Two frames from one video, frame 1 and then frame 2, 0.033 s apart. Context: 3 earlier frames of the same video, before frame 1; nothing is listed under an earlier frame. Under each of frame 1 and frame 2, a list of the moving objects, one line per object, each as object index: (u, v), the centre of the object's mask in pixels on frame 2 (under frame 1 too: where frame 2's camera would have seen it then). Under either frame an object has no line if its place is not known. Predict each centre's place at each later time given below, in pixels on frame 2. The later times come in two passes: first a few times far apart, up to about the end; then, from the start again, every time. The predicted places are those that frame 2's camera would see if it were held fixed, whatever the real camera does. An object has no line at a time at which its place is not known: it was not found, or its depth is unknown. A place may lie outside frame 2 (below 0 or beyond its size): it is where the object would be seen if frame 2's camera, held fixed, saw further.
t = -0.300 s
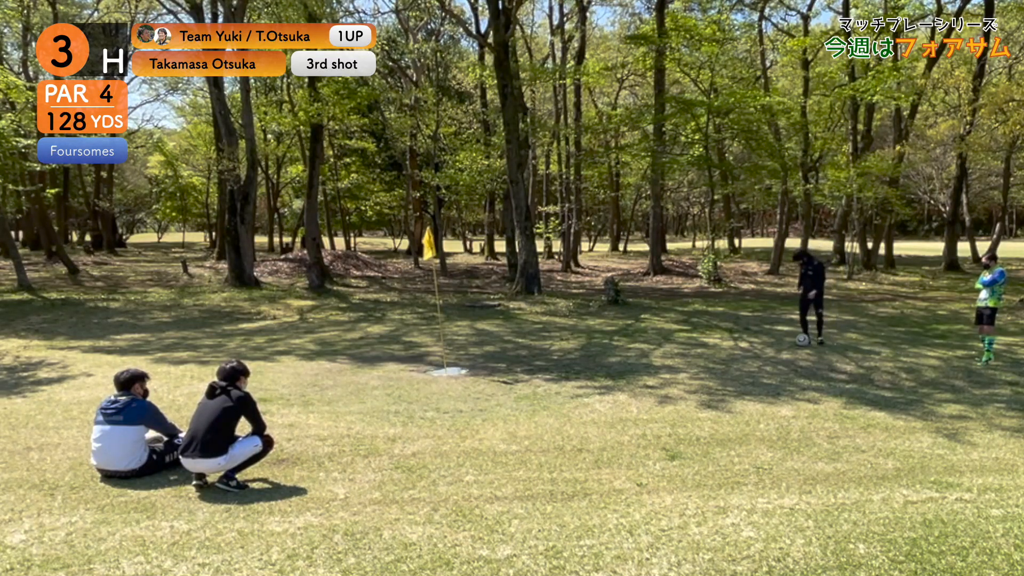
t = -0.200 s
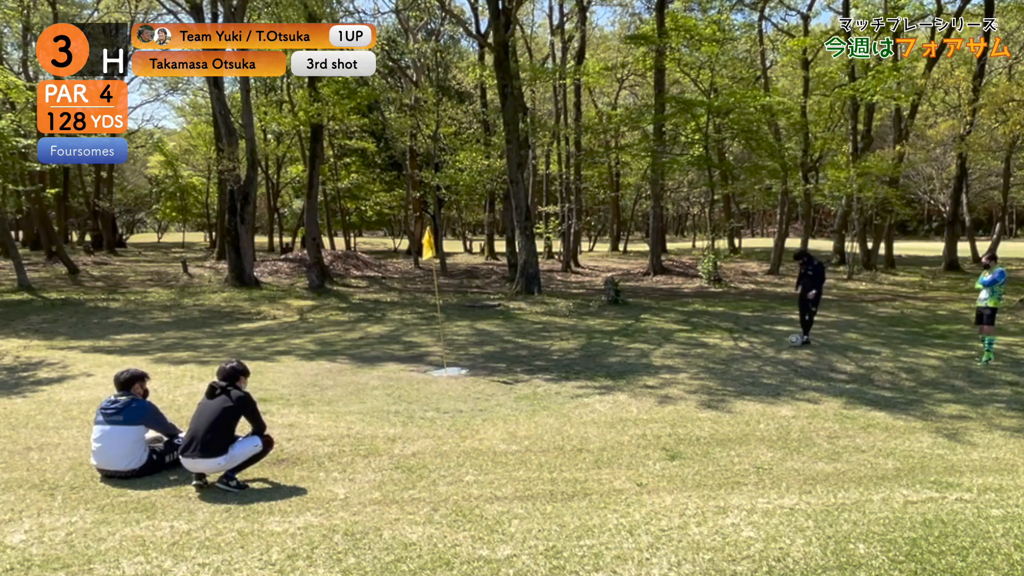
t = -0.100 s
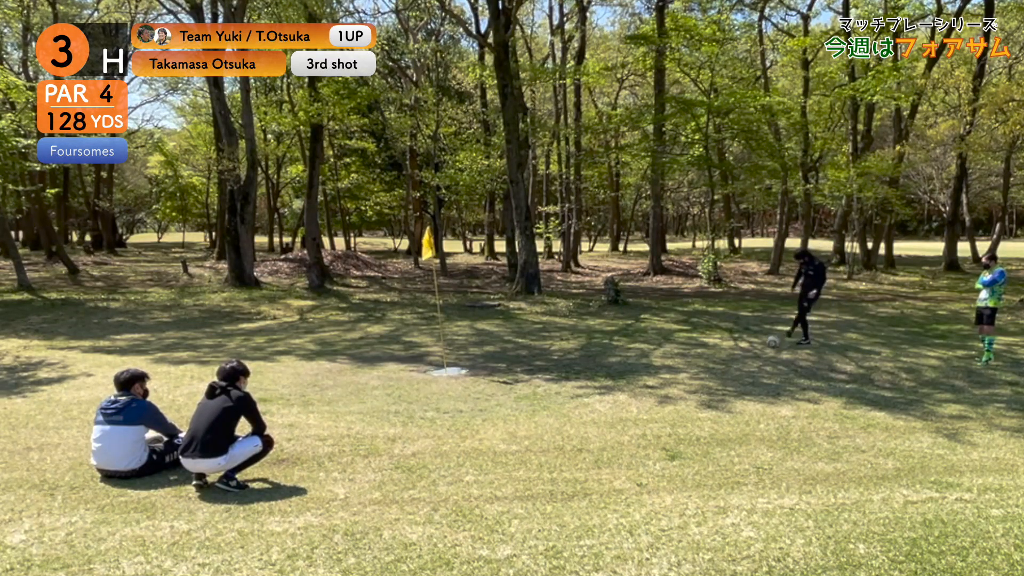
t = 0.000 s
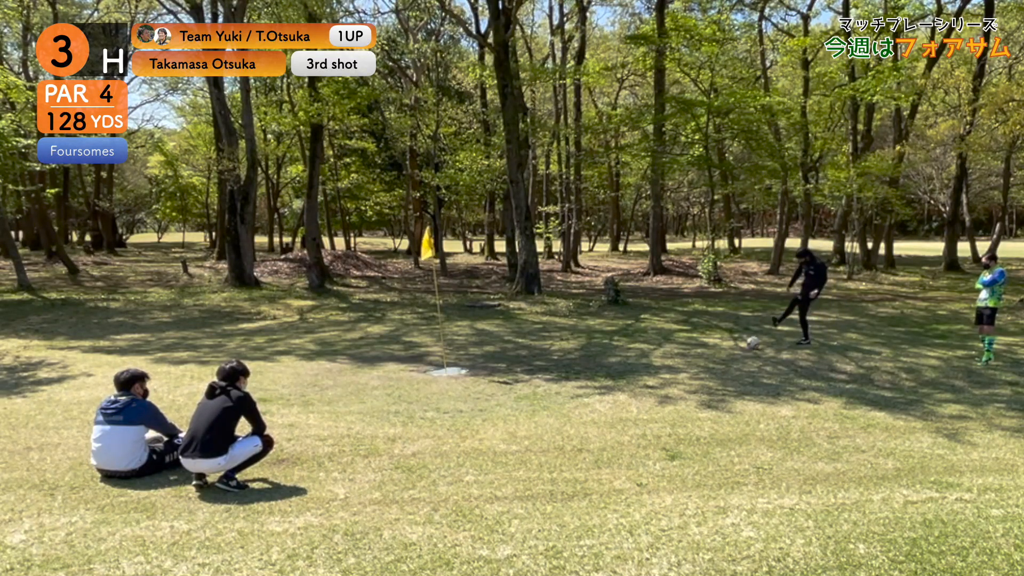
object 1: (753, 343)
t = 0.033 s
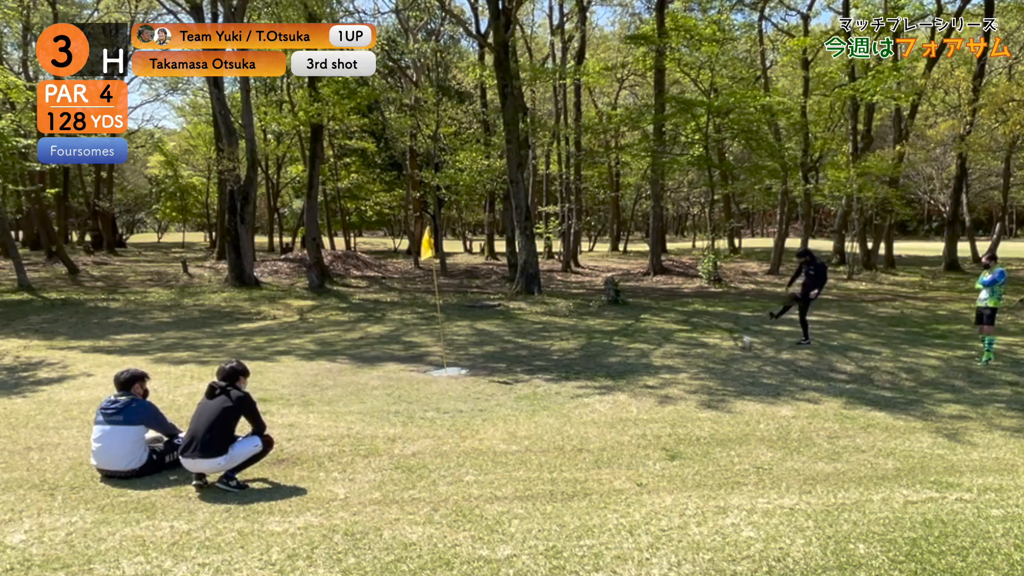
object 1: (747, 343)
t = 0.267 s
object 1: (709, 344)
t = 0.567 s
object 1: (664, 346)
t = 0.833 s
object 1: (626, 348)
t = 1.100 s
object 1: (590, 350)
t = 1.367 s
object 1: (551, 352)
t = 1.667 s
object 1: (512, 355)
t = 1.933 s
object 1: (476, 358)
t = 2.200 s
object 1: (441, 359)
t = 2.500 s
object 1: (402, 362)
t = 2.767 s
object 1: (371, 363)
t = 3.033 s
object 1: (341, 363)
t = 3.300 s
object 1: (315, 363)
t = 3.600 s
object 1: (288, 364)
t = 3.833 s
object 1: (270, 365)
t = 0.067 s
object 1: (741, 342)
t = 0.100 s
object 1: (736, 343)
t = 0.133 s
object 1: (730, 343)
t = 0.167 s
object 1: (726, 344)
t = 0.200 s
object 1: (720, 344)
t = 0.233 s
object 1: (714, 344)
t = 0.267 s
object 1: (709, 344)
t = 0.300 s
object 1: (703, 345)
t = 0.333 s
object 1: (699, 345)
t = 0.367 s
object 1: (693, 345)
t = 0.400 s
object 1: (688, 344)
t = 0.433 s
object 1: (683, 344)
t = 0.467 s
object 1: (679, 346)
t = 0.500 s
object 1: (673, 346)
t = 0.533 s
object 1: (669, 346)
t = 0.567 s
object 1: (664, 346)
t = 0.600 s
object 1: (659, 346)
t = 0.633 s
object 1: (654, 346)
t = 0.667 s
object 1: (650, 346)
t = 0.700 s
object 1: (645, 346)
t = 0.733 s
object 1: (641, 347)
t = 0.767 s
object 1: (636, 348)
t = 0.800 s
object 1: (631, 348)
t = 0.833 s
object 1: (626, 348)
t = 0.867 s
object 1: (621, 348)
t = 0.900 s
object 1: (616, 349)
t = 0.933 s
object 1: (611, 349)
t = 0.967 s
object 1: (607, 349)
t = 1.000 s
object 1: (603, 349)
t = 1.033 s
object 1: (599, 350)
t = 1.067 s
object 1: (594, 350)
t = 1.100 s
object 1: (590, 350)
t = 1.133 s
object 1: (584, 350)
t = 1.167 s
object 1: (579, 351)
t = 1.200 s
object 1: (575, 352)
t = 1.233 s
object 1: (573, 352)
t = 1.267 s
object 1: (568, 354)
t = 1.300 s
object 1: (560, 355)
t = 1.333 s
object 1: (556, 353)
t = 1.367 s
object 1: (551, 352)
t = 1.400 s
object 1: (548, 353)
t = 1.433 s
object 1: (543, 354)
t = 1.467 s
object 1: (538, 353)
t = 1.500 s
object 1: (533, 354)
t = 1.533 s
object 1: (530, 354)
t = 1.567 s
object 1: (525, 355)
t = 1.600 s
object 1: (520, 354)
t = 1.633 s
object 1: (516, 355)
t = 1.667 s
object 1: (512, 355)
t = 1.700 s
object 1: (506, 355)
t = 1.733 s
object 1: (502, 356)
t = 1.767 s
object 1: (498, 356)
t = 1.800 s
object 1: (494, 356)
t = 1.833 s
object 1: (489, 356)
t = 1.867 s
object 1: (484, 357)
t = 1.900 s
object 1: (481, 358)
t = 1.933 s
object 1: (476, 358)
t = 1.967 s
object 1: (472, 358)
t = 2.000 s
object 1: (467, 359)
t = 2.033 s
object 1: (464, 359)
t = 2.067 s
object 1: (459, 359)
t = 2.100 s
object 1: (454, 360)
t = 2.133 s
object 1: (451, 358)
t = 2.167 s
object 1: (446, 358)
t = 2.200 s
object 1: (441, 359)
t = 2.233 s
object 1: (437, 361)
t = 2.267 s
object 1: (433, 361)
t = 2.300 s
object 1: (429, 361)
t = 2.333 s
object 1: (424, 361)
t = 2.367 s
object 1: (420, 361)
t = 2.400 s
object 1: (415, 362)
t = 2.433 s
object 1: (411, 362)
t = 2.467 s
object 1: (407, 362)
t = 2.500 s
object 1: (402, 362)
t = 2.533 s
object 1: (398, 361)
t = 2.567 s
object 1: (395, 361)
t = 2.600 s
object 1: (391, 362)
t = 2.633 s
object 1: (387, 362)
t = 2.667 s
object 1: (383, 362)
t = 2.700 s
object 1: (378, 362)
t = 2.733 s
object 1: (375, 363)
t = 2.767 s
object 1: (371, 363)
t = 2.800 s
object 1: (366, 363)
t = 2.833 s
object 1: (363, 363)
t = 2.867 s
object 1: (359, 363)
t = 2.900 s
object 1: (356, 363)
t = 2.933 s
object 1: (351, 363)
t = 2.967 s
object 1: (348, 362)
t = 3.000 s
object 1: (344, 363)
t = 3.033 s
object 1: (341, 363)
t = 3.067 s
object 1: (338, 363)
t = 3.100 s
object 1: (334, 363)
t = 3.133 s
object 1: (331, 363)
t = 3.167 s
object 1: (328, 363)
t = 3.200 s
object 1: (324, 363)
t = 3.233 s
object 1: (321, 363)
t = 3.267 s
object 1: (318, 363)
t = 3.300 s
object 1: (315, 363)
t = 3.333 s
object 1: (312, 363)
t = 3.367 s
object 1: (309, 363)
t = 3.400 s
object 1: (306, 364)
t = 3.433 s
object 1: (303, 364)
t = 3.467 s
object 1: (300, 364)
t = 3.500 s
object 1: (297, 364)
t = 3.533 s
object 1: (295, 364)
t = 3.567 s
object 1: (291, 364)
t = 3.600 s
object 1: (288, 364)
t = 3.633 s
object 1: (286, 364)
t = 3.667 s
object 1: (283, 365)
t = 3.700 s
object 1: (281, 365)
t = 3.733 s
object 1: (277, 365)
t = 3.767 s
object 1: (275, 365)
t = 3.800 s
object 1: (272, 365)
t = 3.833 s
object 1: (270, 365)
